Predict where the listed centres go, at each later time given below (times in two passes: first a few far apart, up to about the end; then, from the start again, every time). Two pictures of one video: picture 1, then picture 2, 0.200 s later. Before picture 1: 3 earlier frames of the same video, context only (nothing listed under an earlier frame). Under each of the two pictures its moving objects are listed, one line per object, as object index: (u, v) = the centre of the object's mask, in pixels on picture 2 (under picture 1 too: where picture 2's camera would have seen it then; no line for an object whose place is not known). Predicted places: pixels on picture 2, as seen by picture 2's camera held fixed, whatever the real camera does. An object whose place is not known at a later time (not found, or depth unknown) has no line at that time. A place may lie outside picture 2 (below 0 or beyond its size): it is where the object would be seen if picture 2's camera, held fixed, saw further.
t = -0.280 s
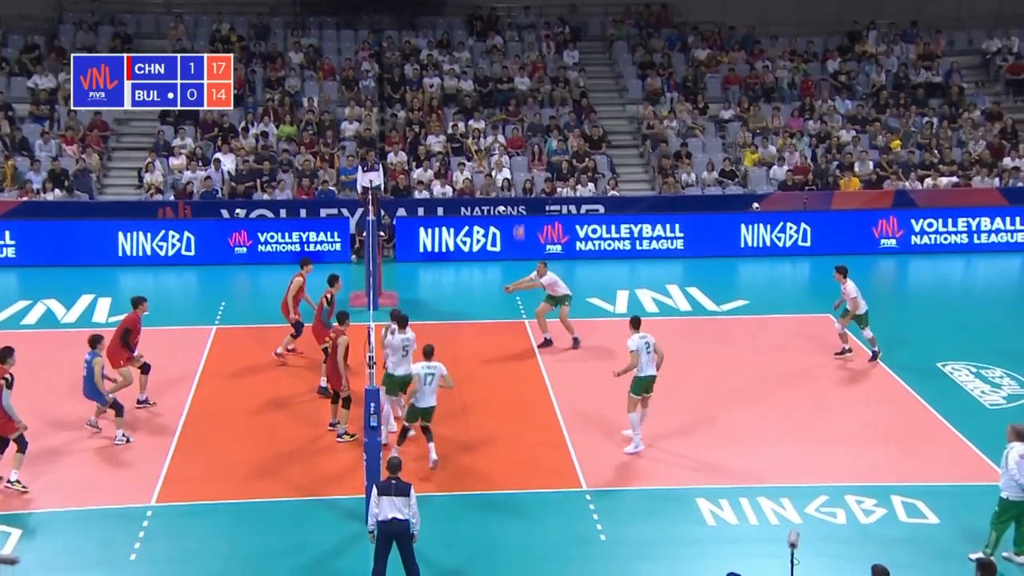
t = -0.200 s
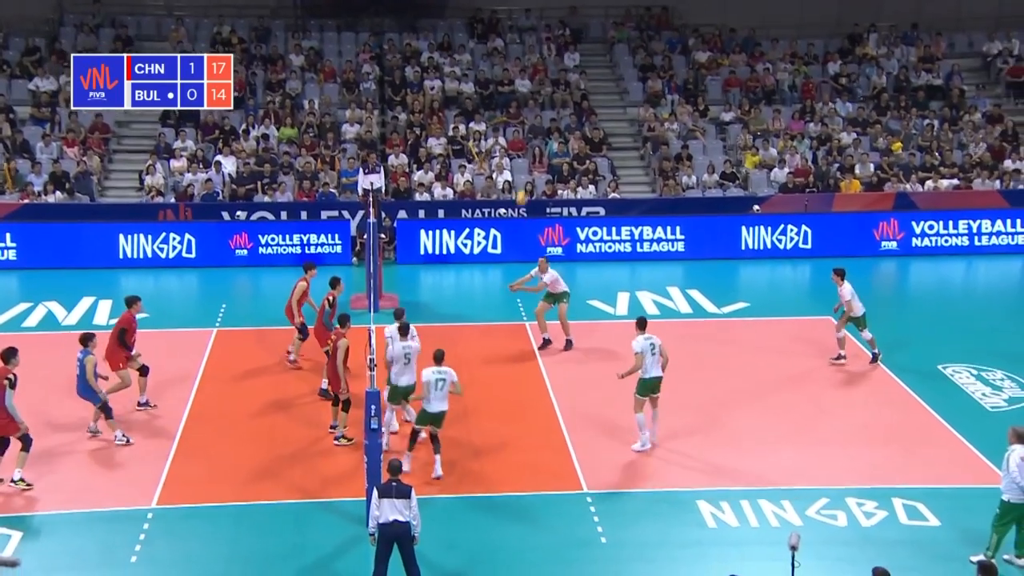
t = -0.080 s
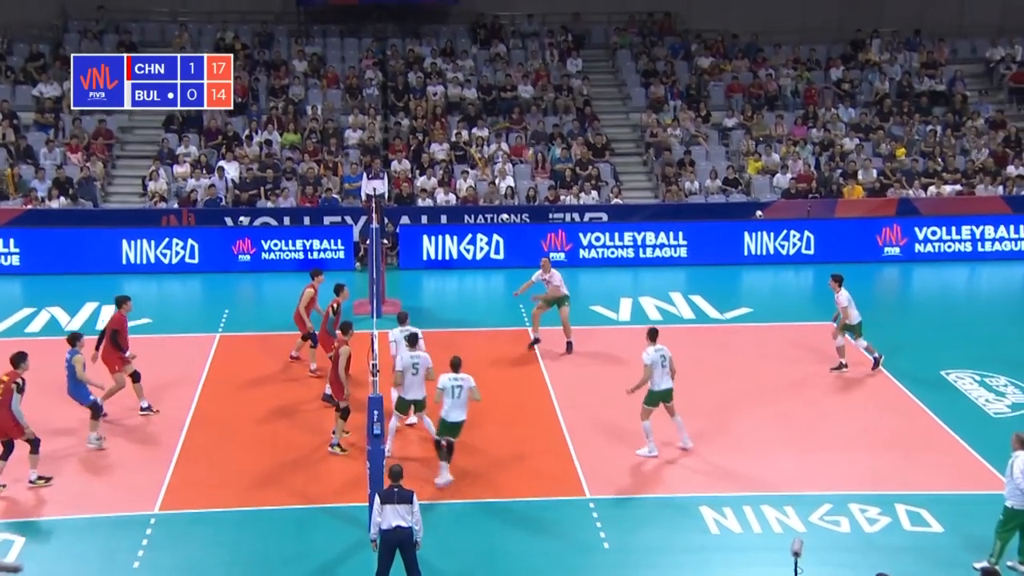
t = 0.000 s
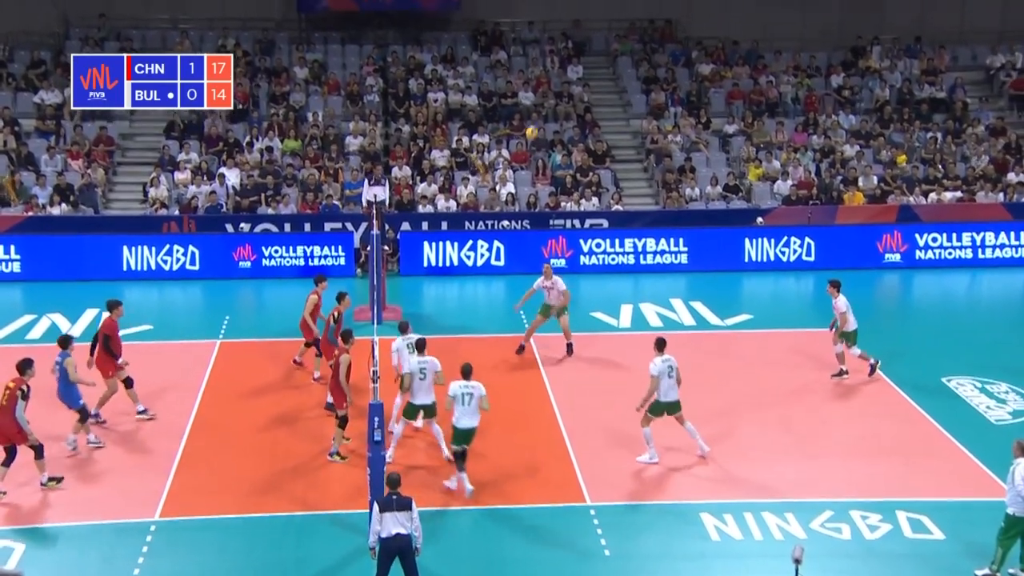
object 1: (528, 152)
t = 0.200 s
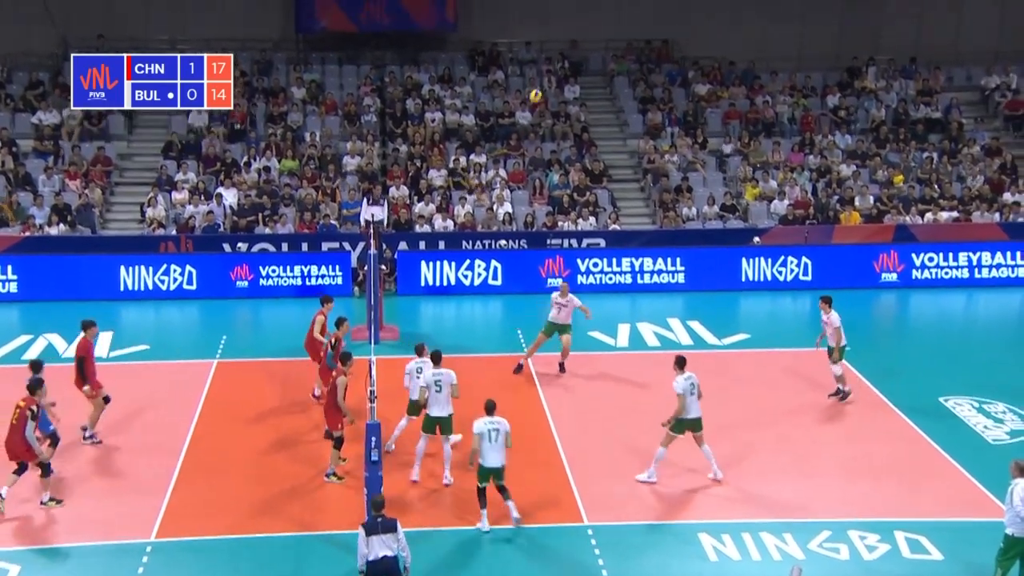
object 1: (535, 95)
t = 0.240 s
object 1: (537, 86)
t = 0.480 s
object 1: (546, 54)
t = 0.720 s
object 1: (555, 55)
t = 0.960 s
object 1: (563, 90)
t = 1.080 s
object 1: (567, 121)
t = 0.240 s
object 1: (537, 86)
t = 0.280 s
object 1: (539, 79)
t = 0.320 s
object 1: (540, 72)
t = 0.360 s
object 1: (541, 67)
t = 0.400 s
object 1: (542, 62)
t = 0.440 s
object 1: (544, 57)
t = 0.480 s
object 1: (546, 54)
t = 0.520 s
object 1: (547, 51)
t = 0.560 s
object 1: (548, 51)
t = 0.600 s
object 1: (549, 51)
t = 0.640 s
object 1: (551, 51)
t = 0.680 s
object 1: (554, 53)
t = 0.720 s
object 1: (555, 55)
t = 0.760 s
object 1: (556, 59)
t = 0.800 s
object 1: (557, 64)
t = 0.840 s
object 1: (559, 68)
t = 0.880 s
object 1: (560, 75)
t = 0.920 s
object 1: (562, 81)
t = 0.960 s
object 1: (563, 90)
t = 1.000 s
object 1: (564, 100)
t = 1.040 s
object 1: (566, 110)
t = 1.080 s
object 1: (567, 121)
